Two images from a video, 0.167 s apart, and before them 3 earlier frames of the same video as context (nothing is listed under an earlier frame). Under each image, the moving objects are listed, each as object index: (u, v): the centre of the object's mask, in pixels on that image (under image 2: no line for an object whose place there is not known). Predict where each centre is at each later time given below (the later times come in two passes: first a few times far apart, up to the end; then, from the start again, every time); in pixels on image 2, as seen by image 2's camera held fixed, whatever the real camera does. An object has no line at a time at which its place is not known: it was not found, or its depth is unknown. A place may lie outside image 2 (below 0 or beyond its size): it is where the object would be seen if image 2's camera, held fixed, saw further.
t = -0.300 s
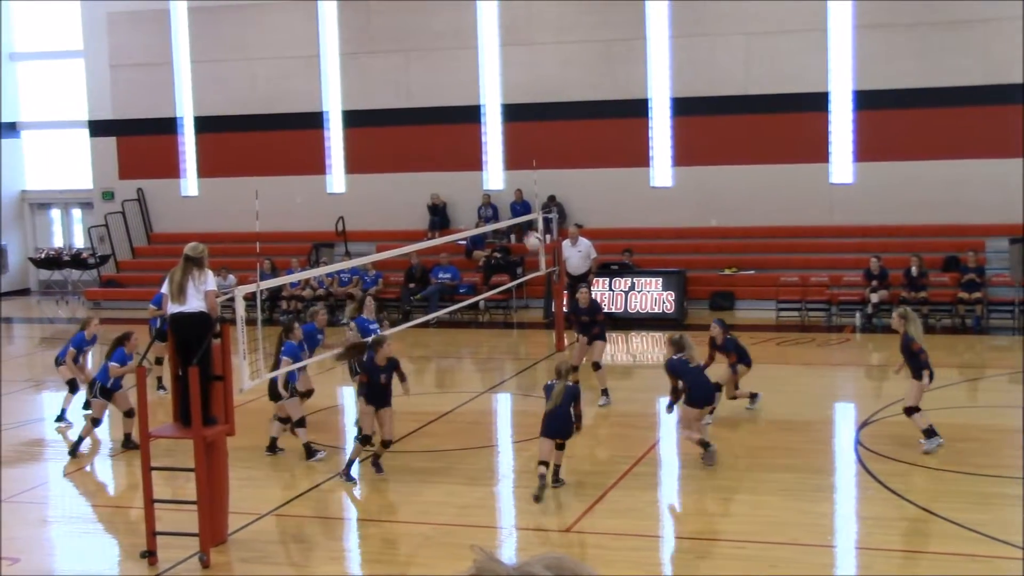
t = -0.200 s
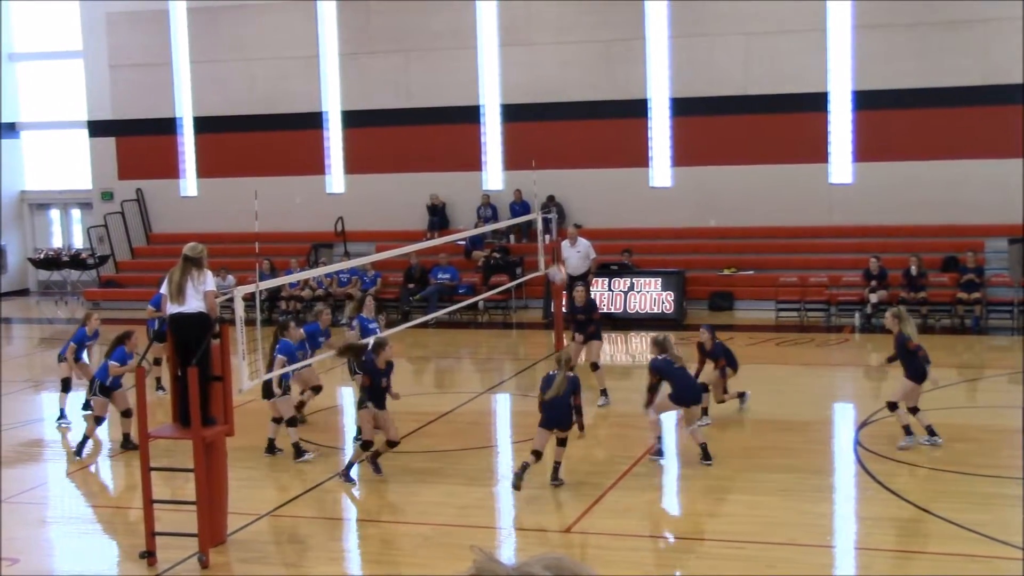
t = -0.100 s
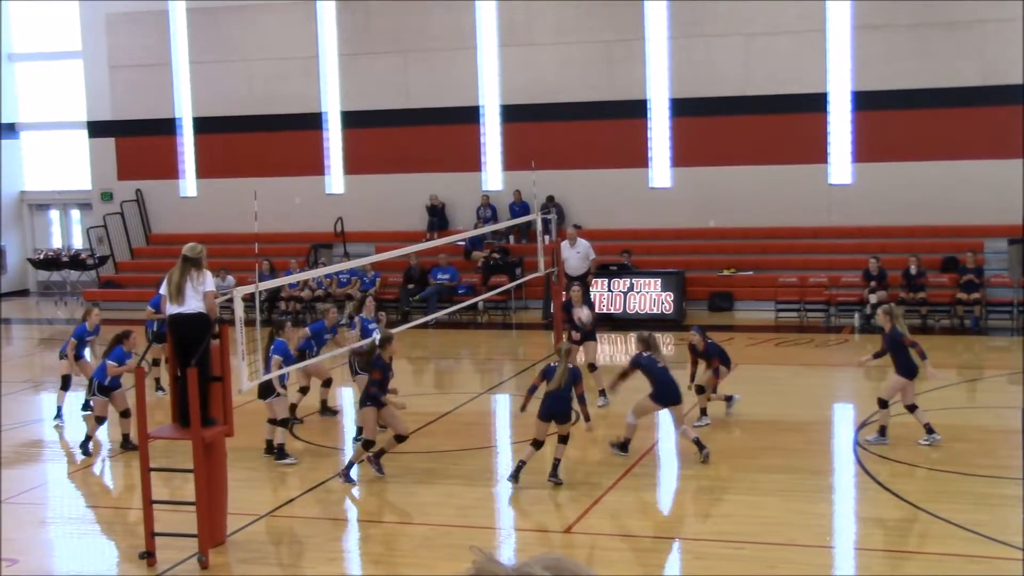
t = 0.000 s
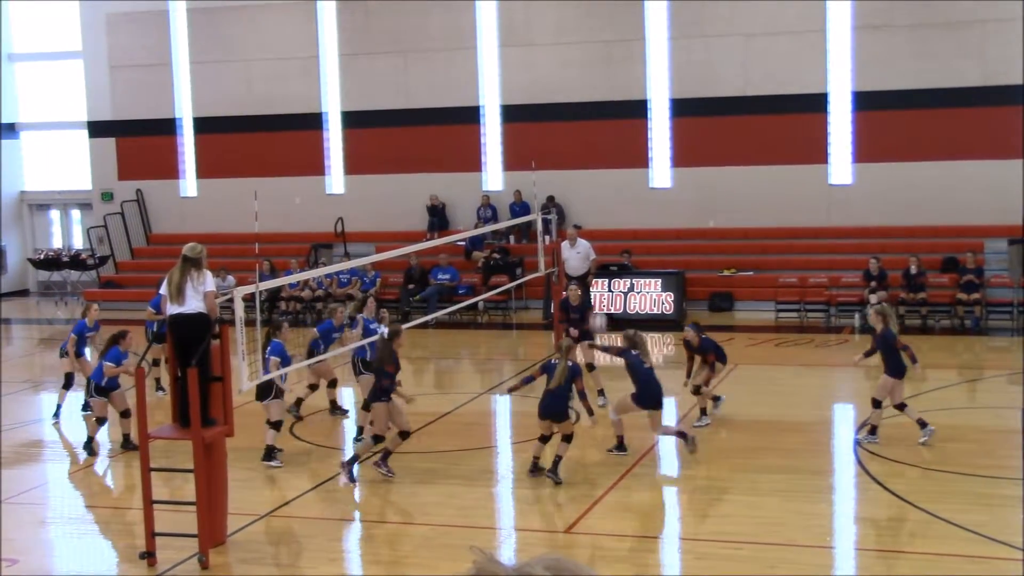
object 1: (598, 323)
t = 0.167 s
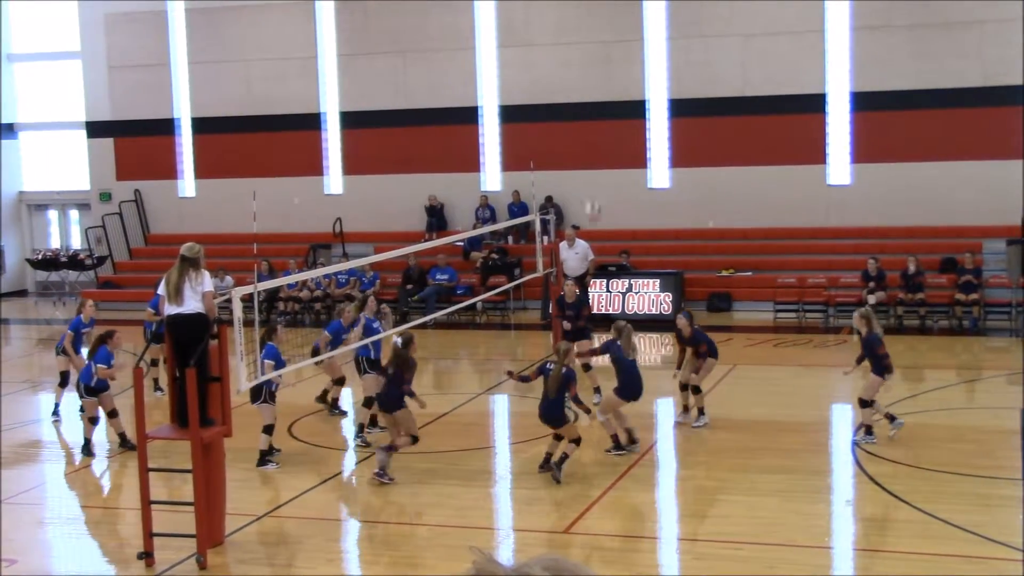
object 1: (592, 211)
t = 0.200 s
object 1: (593, 193)
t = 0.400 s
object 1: (590, 102)
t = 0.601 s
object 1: (588, 45)
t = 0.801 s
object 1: (588, 23)
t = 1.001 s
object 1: (589, 36)
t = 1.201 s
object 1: (589, 84)
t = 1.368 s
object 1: (591, 144)
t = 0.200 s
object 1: (593, 193)
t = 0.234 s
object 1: (592, 175)
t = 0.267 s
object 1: (591, 157)
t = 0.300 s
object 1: (591, 142)
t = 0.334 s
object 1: (590, 127)
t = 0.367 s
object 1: (590, 113)
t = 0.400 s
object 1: (590, 102)
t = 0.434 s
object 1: (589, 88)
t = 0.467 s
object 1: (589, 78)
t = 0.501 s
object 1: (589, 68)
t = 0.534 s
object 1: (589, 59)
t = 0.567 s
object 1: (588, 51)
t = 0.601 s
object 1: (588, 45)
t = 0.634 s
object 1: (589, 39)
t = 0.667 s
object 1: (588, 34)
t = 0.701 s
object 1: (589, 30)
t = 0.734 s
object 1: (588, 27)
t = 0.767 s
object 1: (589, 25)
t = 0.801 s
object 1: (588, 23)
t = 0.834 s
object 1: (588, 23)
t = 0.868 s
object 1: (589, 24)
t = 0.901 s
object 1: (588, 26)
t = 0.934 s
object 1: (589, 28)
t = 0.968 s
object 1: (588, 32)
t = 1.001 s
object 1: (589, 36)
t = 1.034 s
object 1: (589, 42)
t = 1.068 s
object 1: (589, 48)
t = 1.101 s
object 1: (589, 55)
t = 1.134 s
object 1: (590, 63)
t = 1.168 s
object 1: (591, 72)
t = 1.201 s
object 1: (589, 84)
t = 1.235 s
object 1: (591, 93)
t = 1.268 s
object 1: (591, 107)
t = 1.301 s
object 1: (591, 116)
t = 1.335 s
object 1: (592, 130)
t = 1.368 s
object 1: (591, 144)
